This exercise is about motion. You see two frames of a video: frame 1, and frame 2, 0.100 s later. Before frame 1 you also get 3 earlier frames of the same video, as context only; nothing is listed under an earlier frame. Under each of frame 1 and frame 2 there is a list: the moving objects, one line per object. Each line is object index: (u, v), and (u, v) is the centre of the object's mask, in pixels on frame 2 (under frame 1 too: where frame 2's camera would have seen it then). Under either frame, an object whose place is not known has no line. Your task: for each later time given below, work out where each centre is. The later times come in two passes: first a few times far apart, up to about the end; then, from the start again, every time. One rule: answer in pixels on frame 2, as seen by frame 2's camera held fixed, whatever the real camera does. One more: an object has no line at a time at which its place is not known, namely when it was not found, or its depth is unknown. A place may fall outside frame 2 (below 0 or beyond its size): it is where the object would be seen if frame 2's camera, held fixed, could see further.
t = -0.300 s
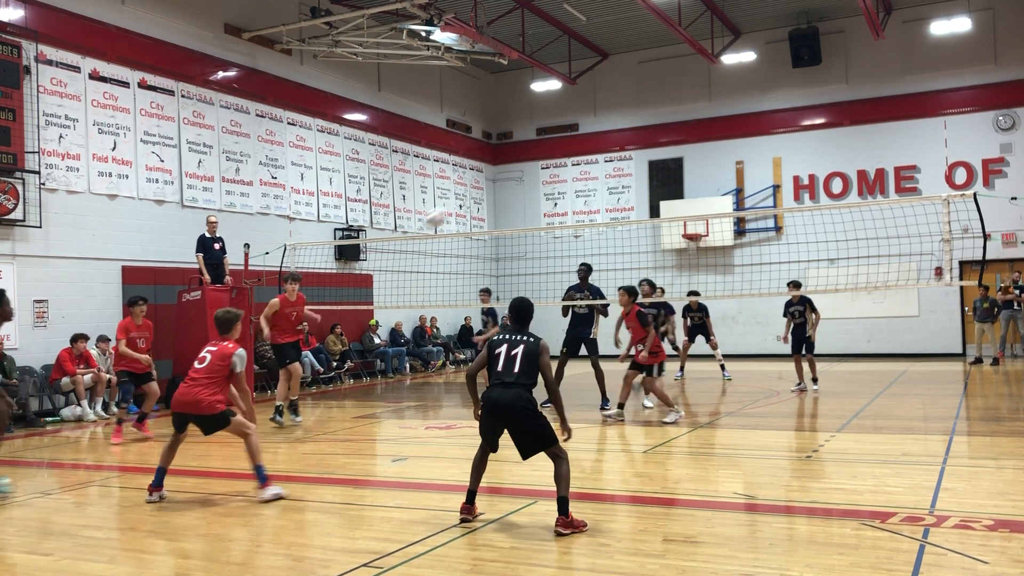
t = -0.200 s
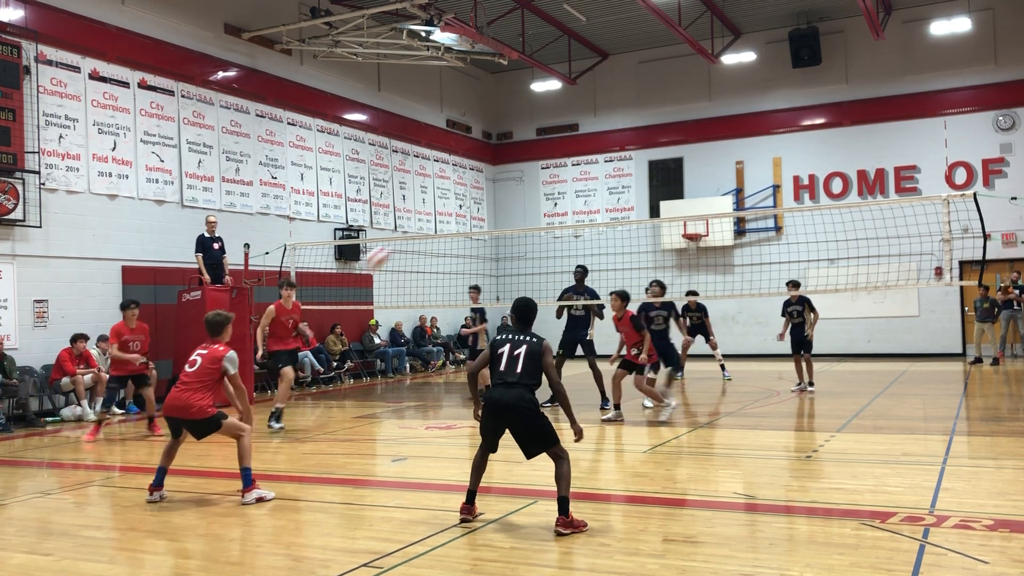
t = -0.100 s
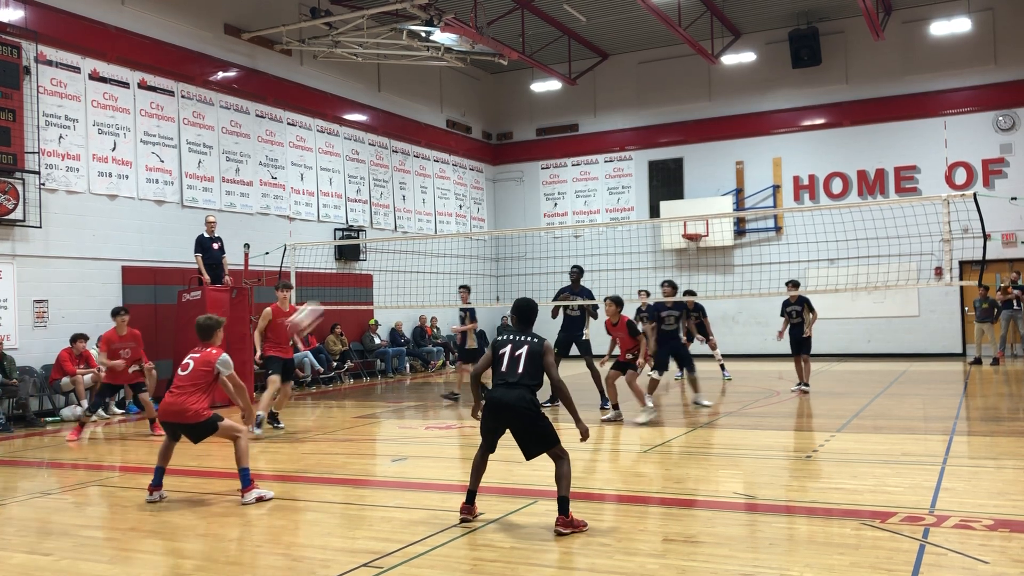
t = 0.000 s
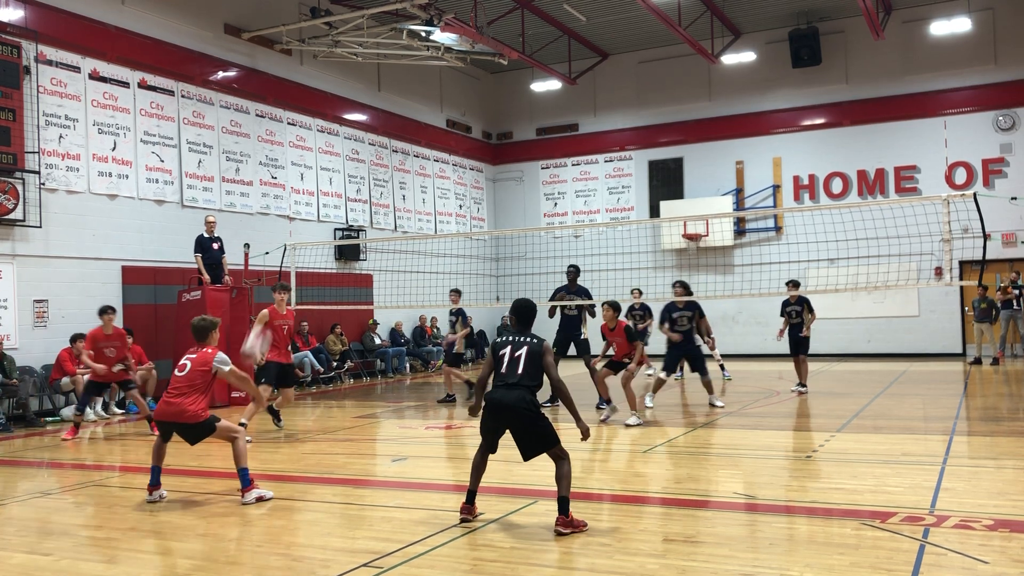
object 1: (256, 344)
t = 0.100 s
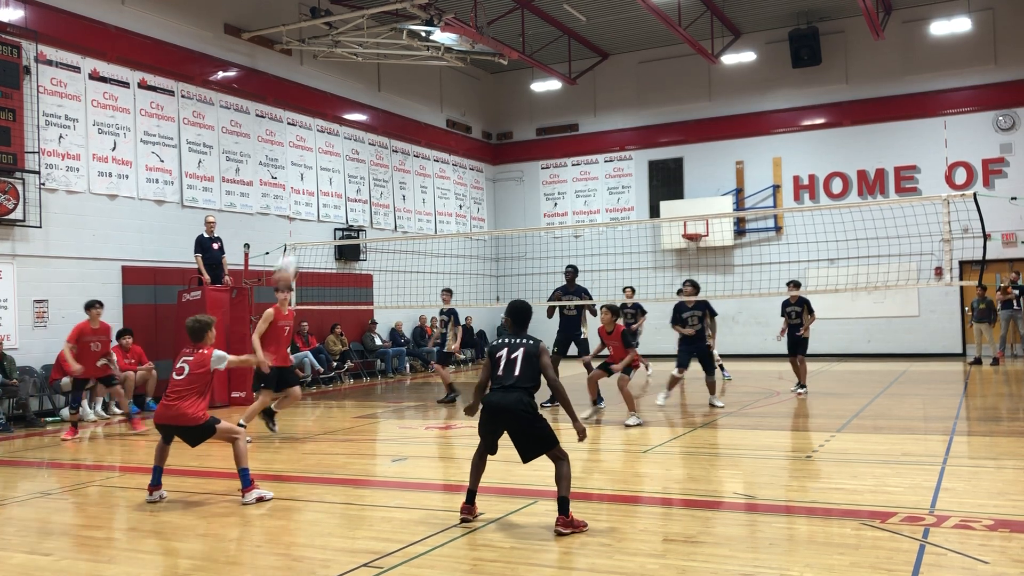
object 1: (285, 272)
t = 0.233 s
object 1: (323, 192)
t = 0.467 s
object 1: (376, 121)
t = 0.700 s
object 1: (422, 108)
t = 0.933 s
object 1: (463, 145)
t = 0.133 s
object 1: (296, 244)
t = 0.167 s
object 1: (305, 229)
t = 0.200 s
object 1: (313, 209)
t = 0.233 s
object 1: (323, 192)
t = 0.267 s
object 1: (331, 177)
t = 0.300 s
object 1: (339, 167)
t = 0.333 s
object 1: (346, 154)
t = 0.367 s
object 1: (355, 143)
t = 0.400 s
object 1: (362, 134)
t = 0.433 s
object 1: (369, 126)
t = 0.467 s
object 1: (376, 121)
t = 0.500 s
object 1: (383, 116)
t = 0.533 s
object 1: (389, 112)
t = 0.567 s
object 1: (396, 109)
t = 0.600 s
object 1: (403, 107)
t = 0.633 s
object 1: (410, 106)
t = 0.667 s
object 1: (415, 106)
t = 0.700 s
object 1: (422, 108)
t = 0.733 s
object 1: (428, 110)
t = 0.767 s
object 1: (433, 114)
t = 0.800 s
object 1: (441, 119)
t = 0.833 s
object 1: (446, 124)
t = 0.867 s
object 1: (452, 130)
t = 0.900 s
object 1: (457, 136)
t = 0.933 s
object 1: (463, 145)
